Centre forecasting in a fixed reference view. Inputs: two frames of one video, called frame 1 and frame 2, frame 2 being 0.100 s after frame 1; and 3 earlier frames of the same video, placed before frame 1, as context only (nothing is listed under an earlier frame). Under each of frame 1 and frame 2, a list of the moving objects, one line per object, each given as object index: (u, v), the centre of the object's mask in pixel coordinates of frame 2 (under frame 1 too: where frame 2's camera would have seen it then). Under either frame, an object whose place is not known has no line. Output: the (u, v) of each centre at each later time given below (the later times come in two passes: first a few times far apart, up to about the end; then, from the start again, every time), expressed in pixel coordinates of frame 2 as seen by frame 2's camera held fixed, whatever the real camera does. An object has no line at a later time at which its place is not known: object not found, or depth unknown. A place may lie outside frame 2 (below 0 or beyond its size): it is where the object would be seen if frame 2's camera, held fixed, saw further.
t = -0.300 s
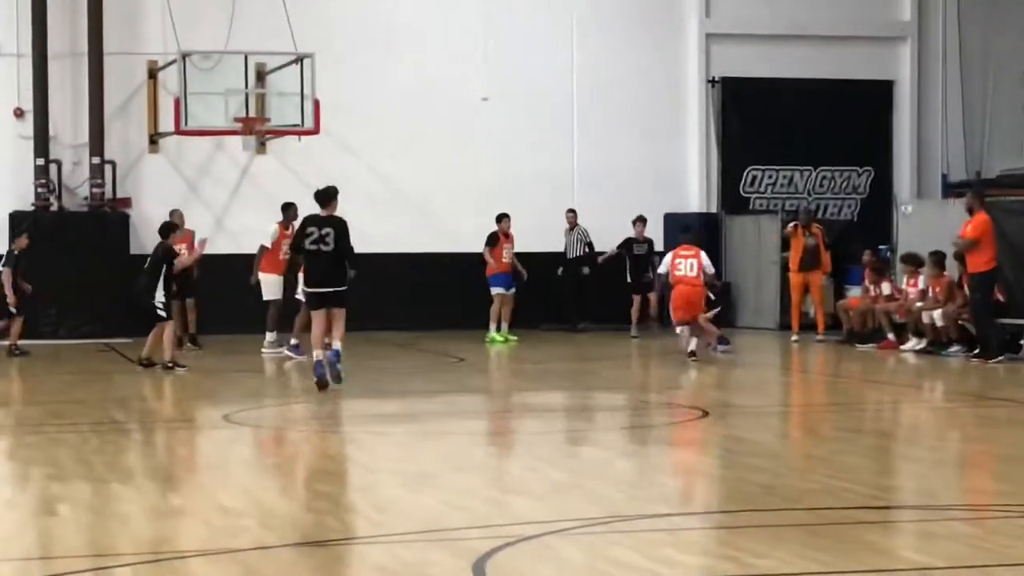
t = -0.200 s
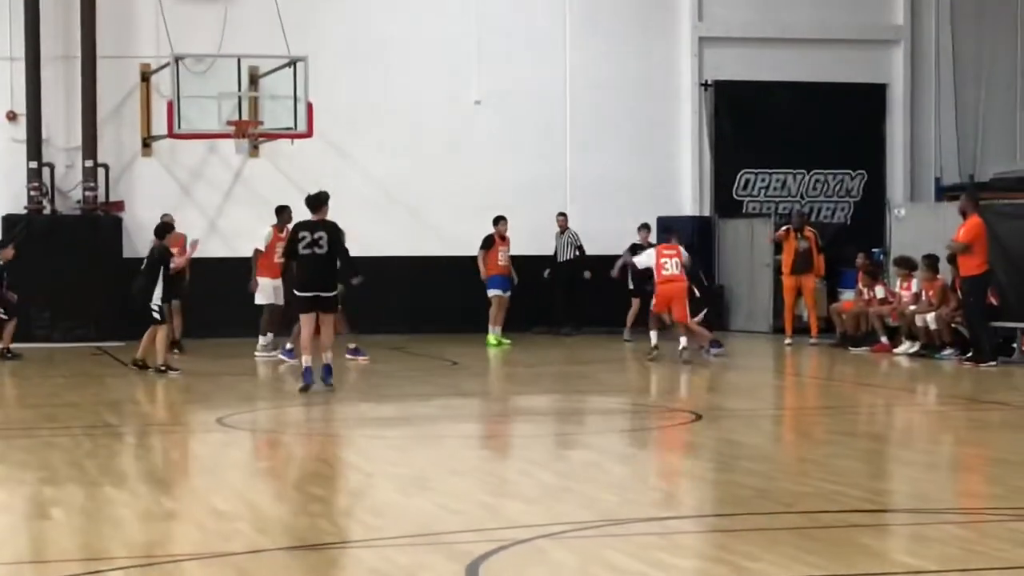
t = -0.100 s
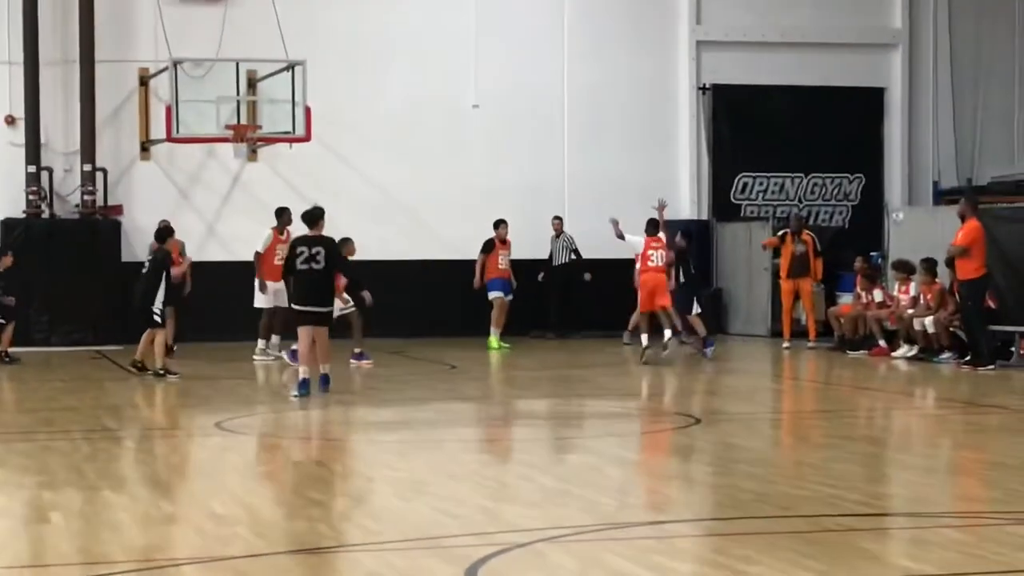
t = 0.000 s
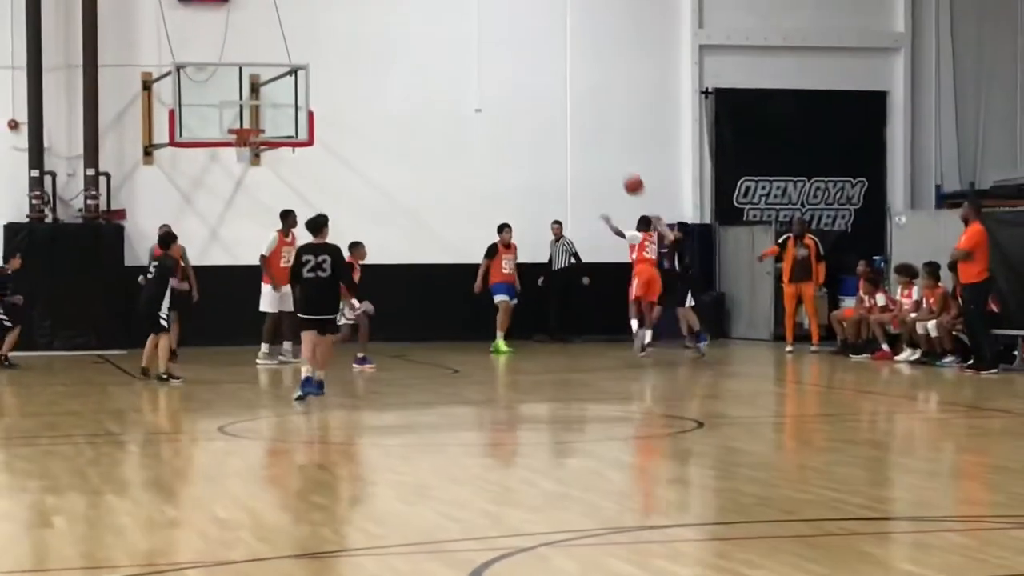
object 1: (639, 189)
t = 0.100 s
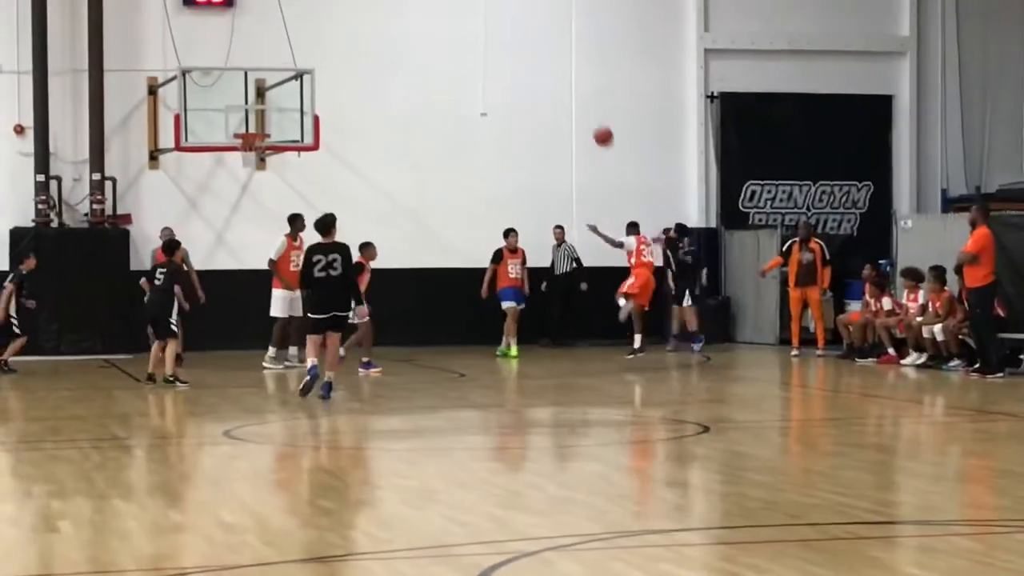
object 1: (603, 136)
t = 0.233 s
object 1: (557, 80)
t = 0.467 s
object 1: (480, 19)
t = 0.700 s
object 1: (407, 4)
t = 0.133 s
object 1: (592, 120)
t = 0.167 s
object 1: (580, 106)
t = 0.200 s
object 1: (569, 92)
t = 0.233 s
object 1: (557, 80)
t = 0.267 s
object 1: (546, 68)
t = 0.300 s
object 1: (535, 58)
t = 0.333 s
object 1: (524, 49)
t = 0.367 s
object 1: (513, 40)
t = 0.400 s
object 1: (501, 32)
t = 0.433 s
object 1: (492, 25)
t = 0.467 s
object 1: (480, 19)
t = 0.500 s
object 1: (469, 14)
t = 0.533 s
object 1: (458, 10)
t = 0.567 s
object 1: (447, 7)
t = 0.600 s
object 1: (437, 5)
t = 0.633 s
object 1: (427, 4)
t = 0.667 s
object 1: (417, 3)
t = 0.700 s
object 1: (407, 4)
